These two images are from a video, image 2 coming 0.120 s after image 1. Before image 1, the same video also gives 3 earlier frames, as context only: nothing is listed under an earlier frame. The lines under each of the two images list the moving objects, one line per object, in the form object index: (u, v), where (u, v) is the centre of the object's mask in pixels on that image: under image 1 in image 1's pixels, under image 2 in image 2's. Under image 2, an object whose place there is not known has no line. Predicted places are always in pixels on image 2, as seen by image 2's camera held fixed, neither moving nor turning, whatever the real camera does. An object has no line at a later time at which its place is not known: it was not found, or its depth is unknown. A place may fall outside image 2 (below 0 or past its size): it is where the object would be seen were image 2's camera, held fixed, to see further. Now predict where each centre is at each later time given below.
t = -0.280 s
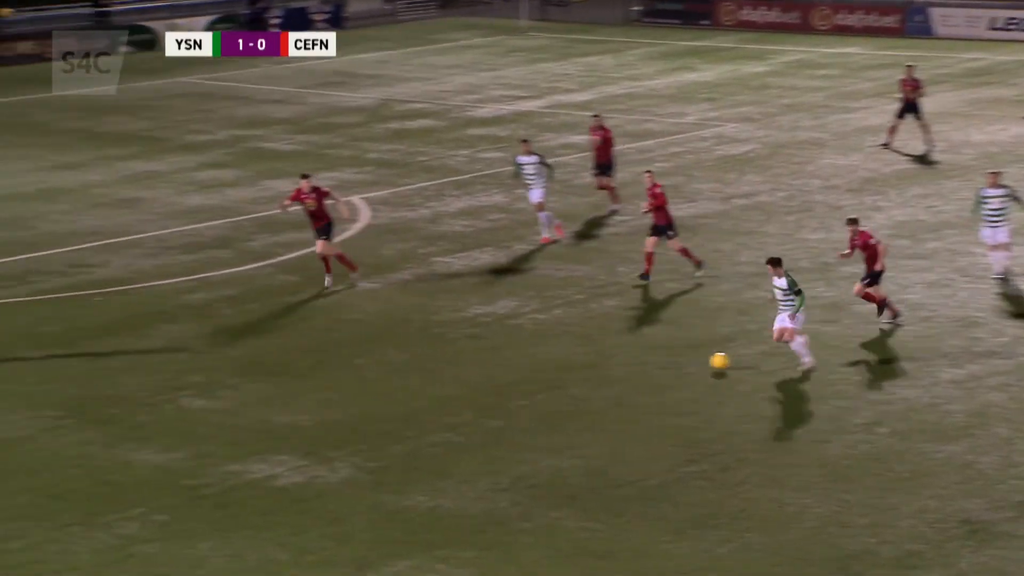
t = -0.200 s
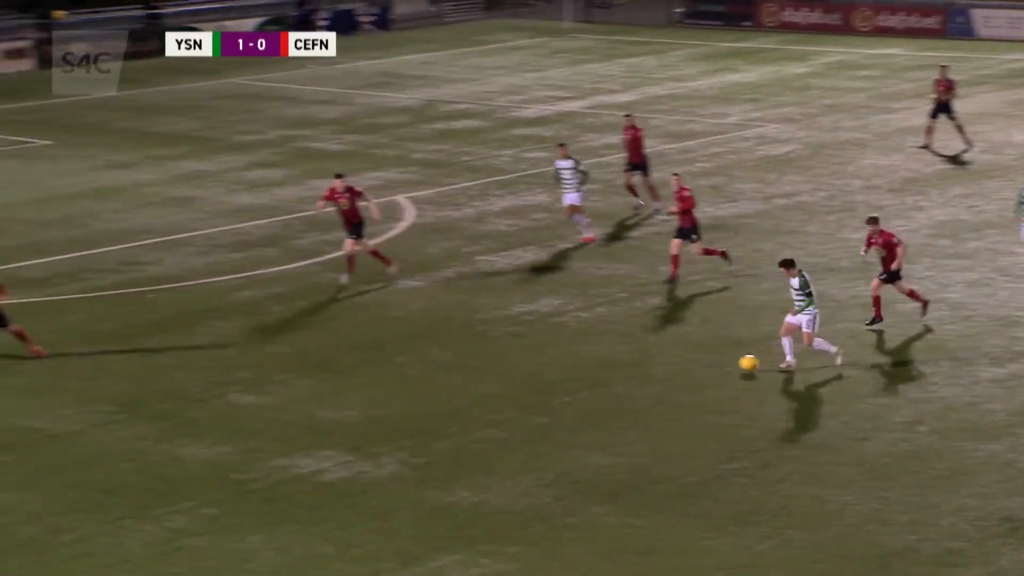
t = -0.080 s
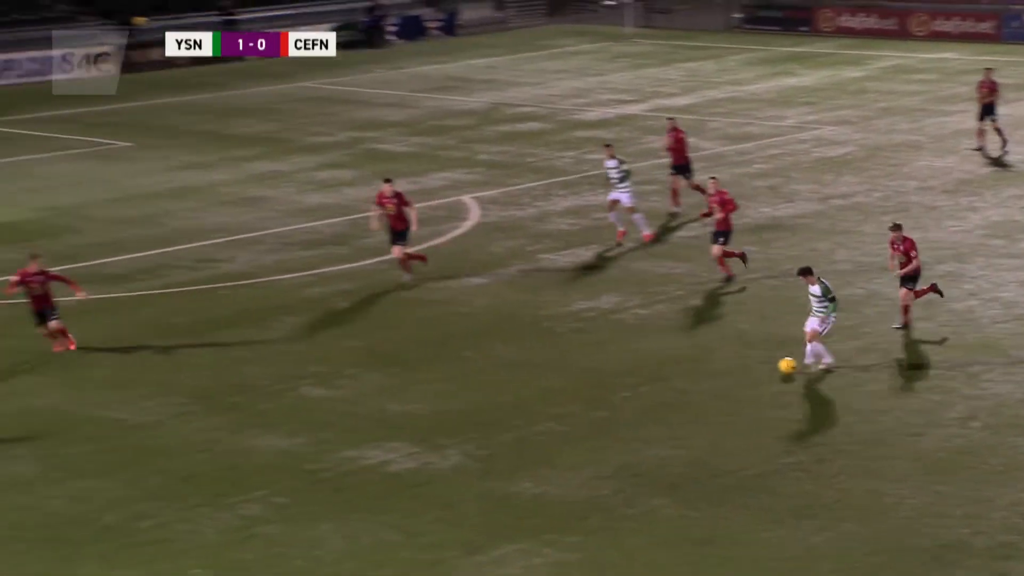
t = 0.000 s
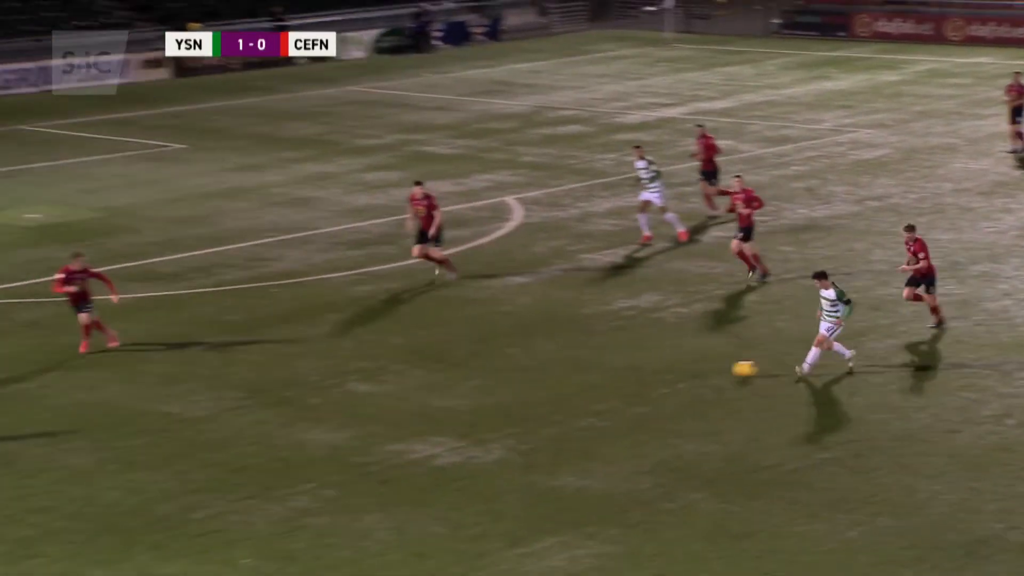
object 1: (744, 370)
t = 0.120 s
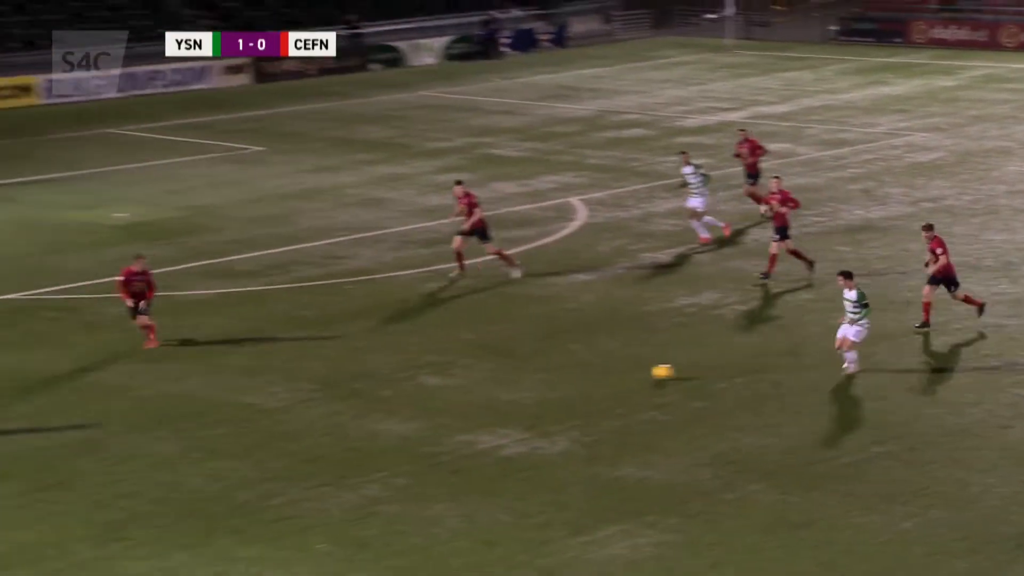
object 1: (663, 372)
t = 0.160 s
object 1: (618, 374)
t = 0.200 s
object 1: (575, 377)
